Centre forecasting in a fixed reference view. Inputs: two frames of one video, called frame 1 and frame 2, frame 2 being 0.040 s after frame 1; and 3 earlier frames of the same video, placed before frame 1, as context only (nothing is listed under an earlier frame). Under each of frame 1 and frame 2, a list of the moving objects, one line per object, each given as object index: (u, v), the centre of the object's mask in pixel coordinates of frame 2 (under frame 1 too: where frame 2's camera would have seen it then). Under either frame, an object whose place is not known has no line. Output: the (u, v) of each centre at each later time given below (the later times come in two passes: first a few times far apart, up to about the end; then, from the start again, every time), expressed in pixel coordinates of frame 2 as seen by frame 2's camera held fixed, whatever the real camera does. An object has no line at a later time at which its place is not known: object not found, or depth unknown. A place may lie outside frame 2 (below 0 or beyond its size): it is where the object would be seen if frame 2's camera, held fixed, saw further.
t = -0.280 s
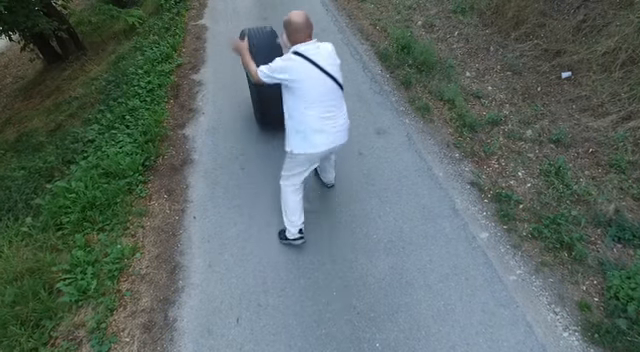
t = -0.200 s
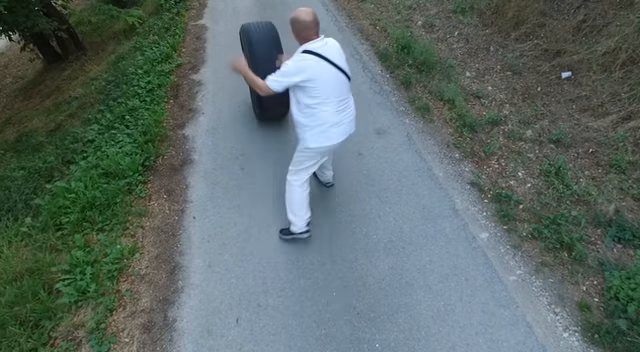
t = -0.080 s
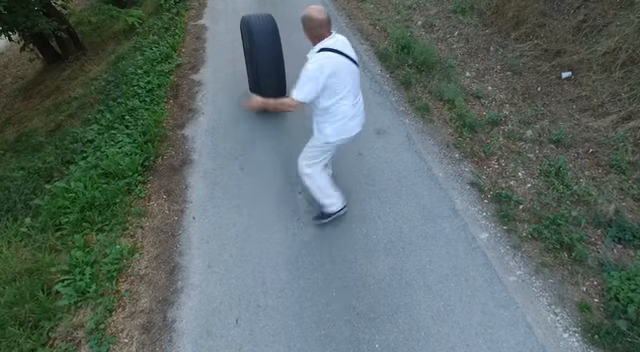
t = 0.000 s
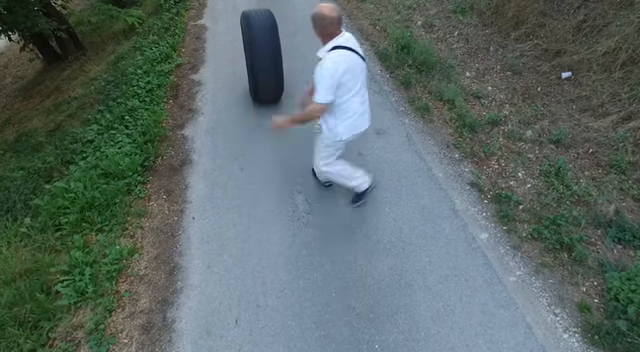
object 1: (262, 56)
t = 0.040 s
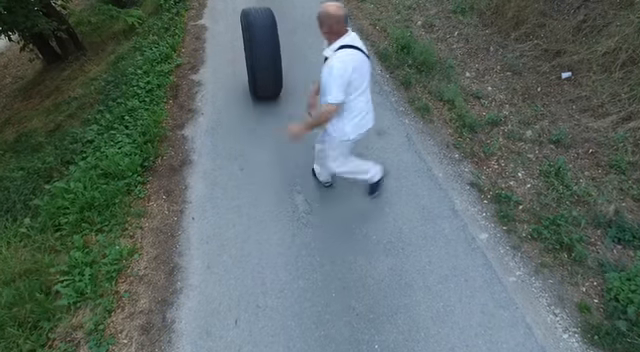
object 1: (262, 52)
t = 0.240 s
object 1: (258, 41)
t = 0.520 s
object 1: (256, 31)
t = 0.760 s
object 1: (254, 24)
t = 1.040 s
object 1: (253, 17)
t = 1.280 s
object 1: (252, 13)
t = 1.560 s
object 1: (250, 7)
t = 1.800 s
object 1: (249, 1)
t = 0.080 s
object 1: (261, 50)
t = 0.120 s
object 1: (260, 47)
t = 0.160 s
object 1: (260, 45)
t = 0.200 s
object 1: (259, 43)
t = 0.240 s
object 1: (258, 41)
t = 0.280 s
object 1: (258, 39)
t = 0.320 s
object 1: (257, 38)
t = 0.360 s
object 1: (257, 36)
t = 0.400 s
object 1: (257, 35)
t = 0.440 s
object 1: (256, 33)
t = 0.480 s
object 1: (256, 32)
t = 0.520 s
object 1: (256, 31)
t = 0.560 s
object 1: (255, 30)
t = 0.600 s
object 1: (255, 28)
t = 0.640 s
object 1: (255, 27)
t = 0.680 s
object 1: (255, 26)
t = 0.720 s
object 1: (255, 25)
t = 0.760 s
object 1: (254, 24)
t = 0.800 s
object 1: (254, 23)
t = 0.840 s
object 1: (254, 22)
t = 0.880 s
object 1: (254, 21)
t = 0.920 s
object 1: (254, 20)
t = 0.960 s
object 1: (253, 19)
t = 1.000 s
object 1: (253, 18)
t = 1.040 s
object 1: (253, 17)
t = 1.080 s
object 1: (253, 17)
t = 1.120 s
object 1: (252, 16)
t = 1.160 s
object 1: (252, 15)
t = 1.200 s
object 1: (252, 15)
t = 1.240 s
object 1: (252, 14)
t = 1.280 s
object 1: (252, 13)
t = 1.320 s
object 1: (251, 12)
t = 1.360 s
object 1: (251, 12)
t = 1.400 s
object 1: (251, 11)
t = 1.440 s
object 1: (251, 10)
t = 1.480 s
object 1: (251, 9)
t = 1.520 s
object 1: (251, 8)
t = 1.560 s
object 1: (250, 7)
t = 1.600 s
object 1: (250, 6)
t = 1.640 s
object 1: (250, 5)
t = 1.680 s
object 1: (250, 4)
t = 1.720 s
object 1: (250, 3)
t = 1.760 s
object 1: (250, 2)
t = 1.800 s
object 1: (249, 1)
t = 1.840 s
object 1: (249, -1)
